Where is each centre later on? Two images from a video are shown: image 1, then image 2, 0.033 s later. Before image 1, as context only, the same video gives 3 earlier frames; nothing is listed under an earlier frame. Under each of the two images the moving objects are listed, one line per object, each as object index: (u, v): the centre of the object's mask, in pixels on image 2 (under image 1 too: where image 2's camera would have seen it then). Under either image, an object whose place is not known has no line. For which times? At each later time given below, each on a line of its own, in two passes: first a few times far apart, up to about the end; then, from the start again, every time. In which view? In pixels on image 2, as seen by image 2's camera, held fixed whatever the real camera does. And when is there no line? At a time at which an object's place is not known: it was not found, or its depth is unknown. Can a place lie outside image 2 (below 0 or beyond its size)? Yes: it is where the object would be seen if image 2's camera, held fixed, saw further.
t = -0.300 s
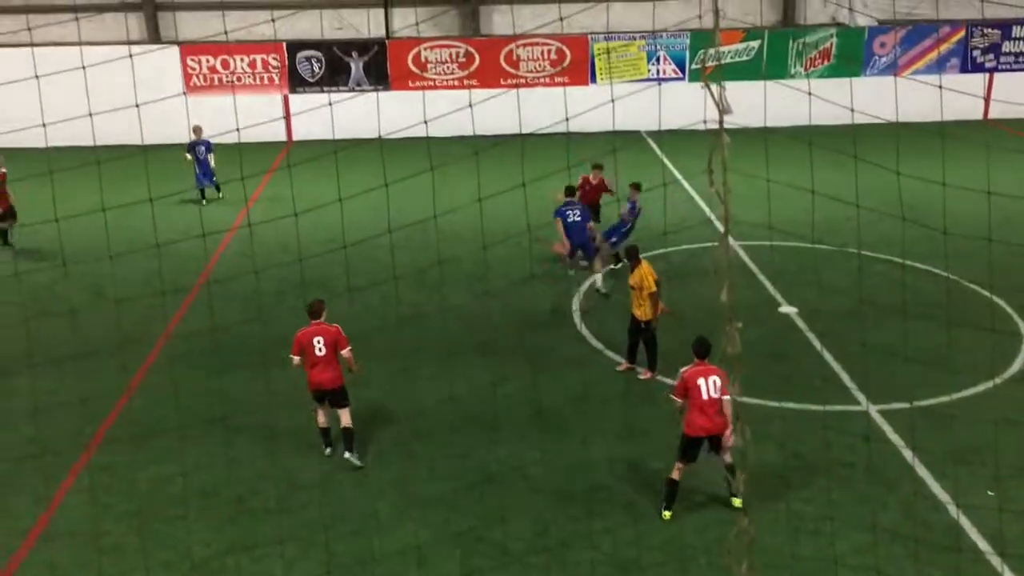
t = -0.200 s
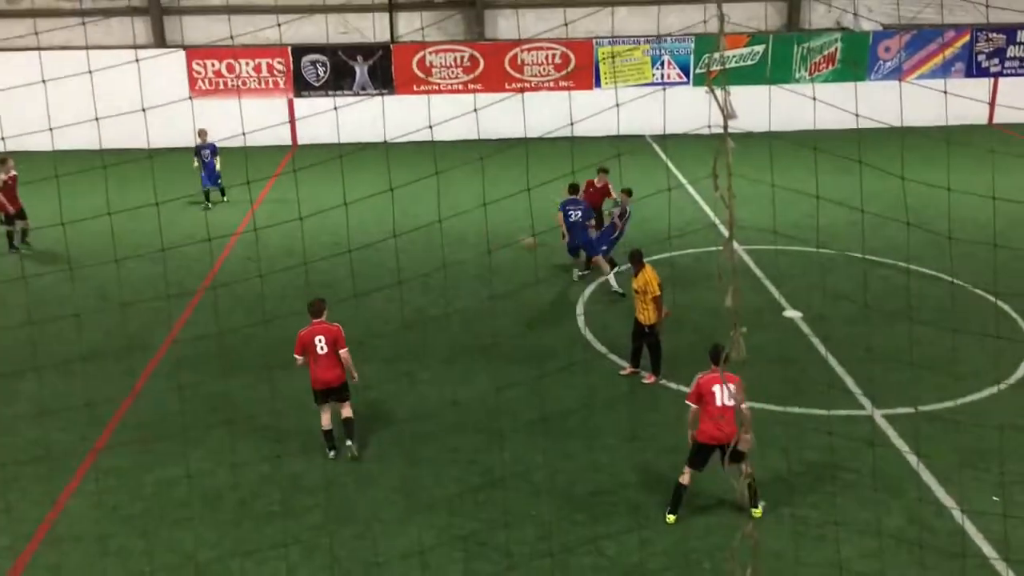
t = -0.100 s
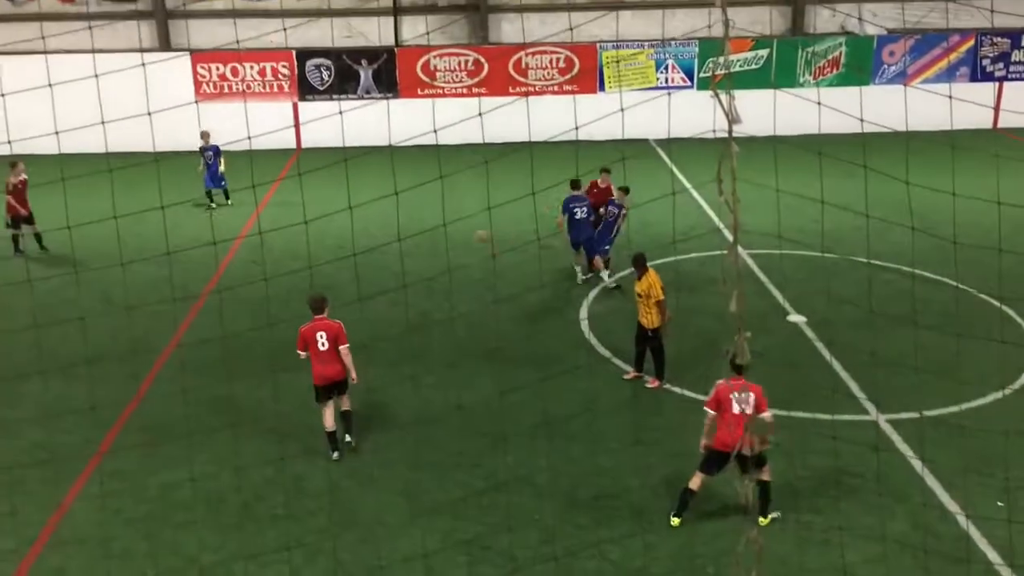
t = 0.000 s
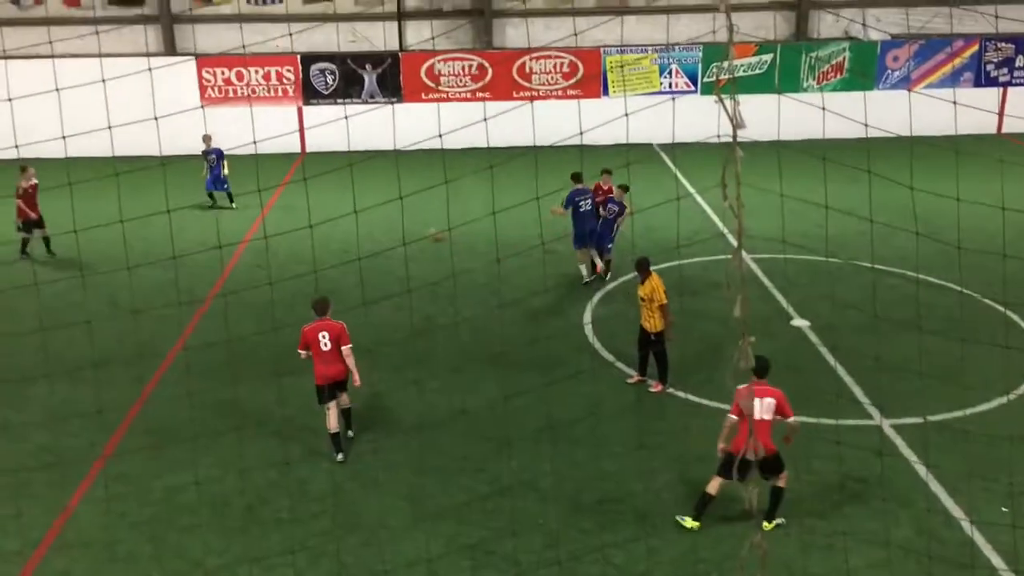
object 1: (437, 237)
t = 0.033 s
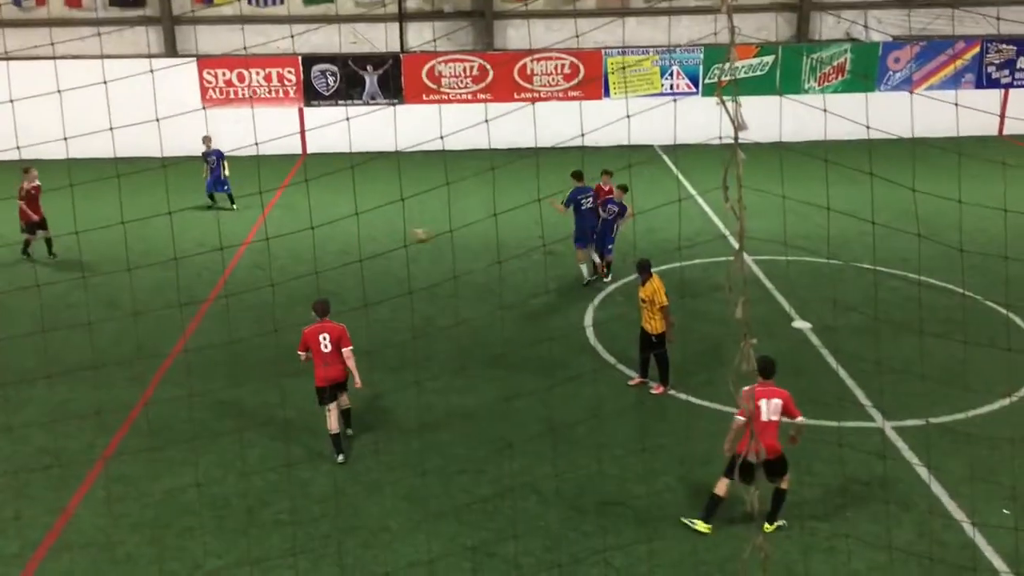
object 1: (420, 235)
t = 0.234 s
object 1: (309, 245)
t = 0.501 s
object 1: (157, 297)
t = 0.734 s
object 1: (14, 390)
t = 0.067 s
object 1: (402, 236)
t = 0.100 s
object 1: (387, 236)
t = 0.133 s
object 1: (367, 237)
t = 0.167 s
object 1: (349, 240)
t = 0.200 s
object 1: (331, 242)
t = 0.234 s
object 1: (309, 245)
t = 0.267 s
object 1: (292, 250)
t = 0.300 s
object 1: (276, 253)
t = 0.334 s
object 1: (255, 261)
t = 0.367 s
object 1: (236, 265)
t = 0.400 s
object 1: (215, 274)
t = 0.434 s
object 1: (196, 280)
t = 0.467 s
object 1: (176, 289)
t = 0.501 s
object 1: (157, 297)
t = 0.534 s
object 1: (135, 309)
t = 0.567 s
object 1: (116, 321)
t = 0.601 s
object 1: (95, 333)
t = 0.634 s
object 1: (75, 347)
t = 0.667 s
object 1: (52, 361)
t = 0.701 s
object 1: (33, 375)
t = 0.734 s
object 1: (14, 390)
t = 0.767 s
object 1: (-7, 405)
